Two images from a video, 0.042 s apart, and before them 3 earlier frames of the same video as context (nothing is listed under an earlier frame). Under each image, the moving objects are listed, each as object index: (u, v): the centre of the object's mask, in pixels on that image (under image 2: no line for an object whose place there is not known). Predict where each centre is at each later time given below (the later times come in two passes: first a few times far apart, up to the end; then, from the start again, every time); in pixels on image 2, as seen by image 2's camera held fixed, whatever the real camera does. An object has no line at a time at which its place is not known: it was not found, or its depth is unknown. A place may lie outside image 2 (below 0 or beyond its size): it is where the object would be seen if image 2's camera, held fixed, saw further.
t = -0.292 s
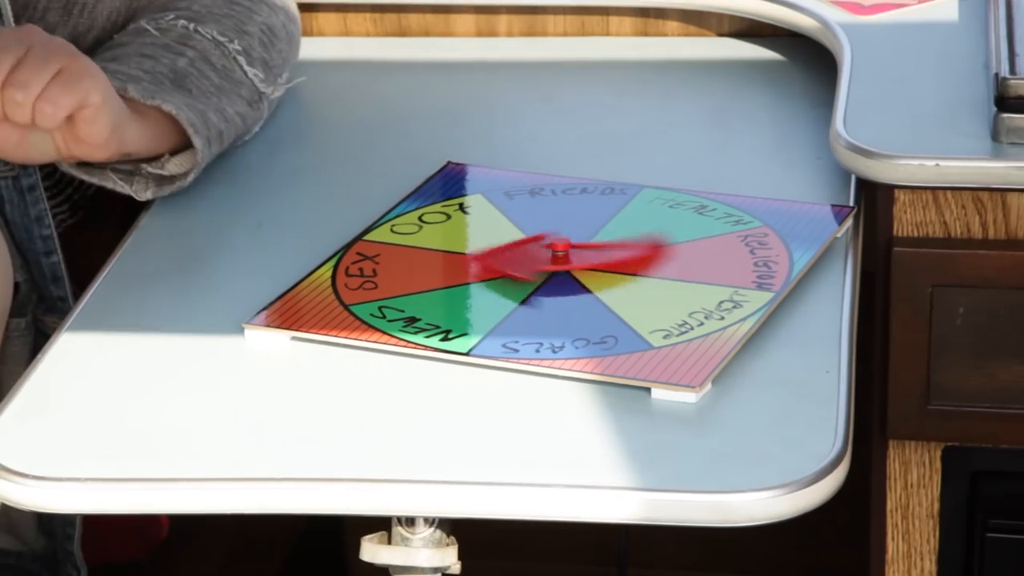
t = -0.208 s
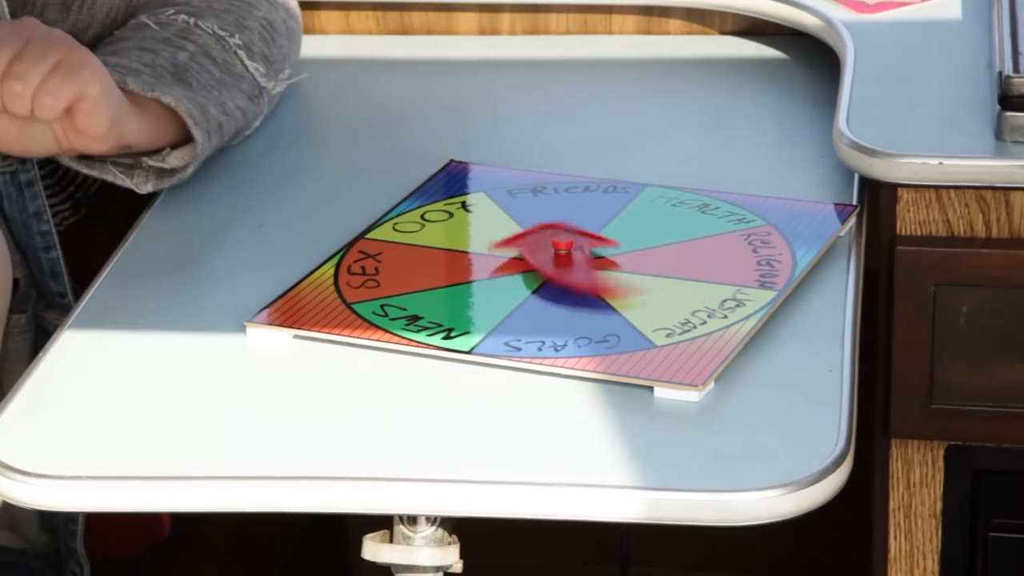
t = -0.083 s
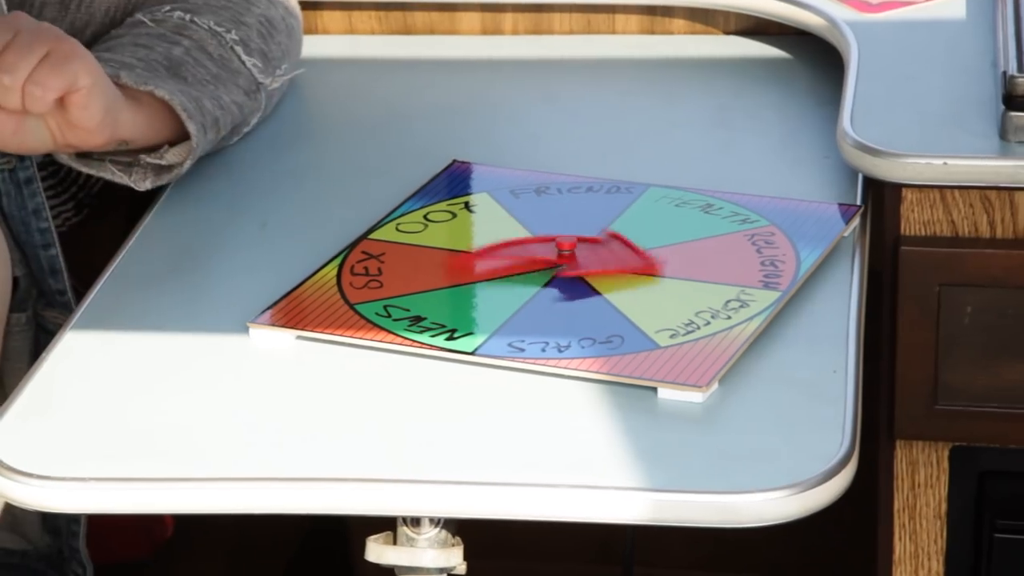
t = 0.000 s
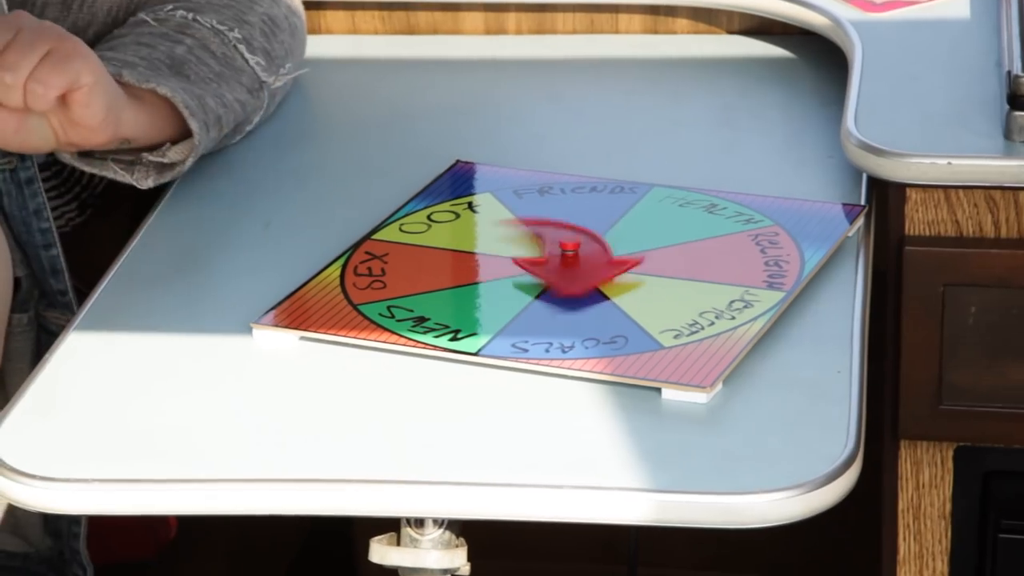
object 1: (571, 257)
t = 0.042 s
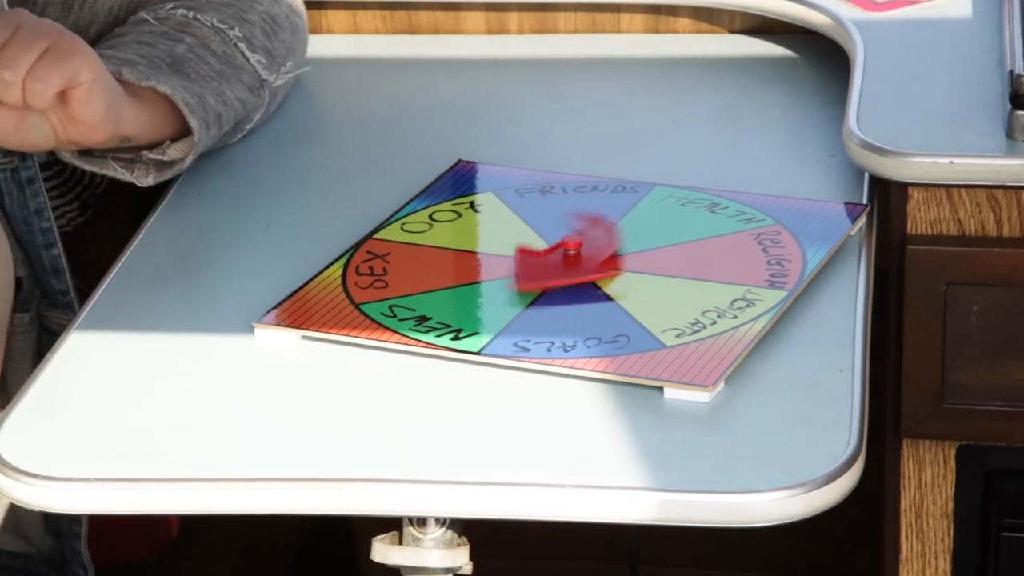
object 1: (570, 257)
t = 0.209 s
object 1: (576, 256)
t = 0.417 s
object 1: (574, 255)
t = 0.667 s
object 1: (569, 254)
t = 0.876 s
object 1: (572, 257)
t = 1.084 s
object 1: (570, 254)
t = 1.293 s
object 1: (573, 255)
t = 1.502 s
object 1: (574, 256)
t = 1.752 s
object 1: (572, 257)
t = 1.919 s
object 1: (572, 257)
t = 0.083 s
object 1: (566, 255)
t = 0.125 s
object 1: (580, 255)
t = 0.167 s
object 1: (578, 256)
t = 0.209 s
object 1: (576, 256)
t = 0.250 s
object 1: (568, 256)
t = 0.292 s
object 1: (568, 254)
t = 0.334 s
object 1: (576, 255)
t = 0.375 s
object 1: (572, 256)
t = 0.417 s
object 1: (574, 255)
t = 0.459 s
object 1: (574, 255)
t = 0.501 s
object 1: (573, 256)
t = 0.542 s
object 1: (571, 257)
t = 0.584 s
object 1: (567, 257)
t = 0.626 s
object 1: (567, 255)
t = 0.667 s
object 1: (569, 254)
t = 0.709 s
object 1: (583, 255)
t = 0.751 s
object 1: (581, 256)
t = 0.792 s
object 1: (579, 256)
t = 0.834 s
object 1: (575, 256)
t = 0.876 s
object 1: (572, 257)
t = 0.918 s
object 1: (569, 256)
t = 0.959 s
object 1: (569, 256)
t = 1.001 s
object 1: (570, 254)
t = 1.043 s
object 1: (570, 254)
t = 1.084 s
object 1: (570, 254)
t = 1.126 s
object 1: (571, 255)
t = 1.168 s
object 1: (574, 254)
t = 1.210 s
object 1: (575, 254)
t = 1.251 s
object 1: (574, 254)
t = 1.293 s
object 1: (573, 255)
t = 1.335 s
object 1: (575, 255)
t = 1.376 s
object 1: (576, 255)
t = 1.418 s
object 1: (575, 256)
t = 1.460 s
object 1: (574, 256)
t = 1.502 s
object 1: (574, 256)
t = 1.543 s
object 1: (573, 257)
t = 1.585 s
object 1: (573, 257)
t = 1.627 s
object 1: (573, 257)
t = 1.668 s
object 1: (573, 257)
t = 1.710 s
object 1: (573, 257)
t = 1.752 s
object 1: (572, 257)
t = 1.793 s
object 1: (572, 257)
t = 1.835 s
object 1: (572, 257)
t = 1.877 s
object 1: (572, 257)
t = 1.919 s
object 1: (572, 257)
